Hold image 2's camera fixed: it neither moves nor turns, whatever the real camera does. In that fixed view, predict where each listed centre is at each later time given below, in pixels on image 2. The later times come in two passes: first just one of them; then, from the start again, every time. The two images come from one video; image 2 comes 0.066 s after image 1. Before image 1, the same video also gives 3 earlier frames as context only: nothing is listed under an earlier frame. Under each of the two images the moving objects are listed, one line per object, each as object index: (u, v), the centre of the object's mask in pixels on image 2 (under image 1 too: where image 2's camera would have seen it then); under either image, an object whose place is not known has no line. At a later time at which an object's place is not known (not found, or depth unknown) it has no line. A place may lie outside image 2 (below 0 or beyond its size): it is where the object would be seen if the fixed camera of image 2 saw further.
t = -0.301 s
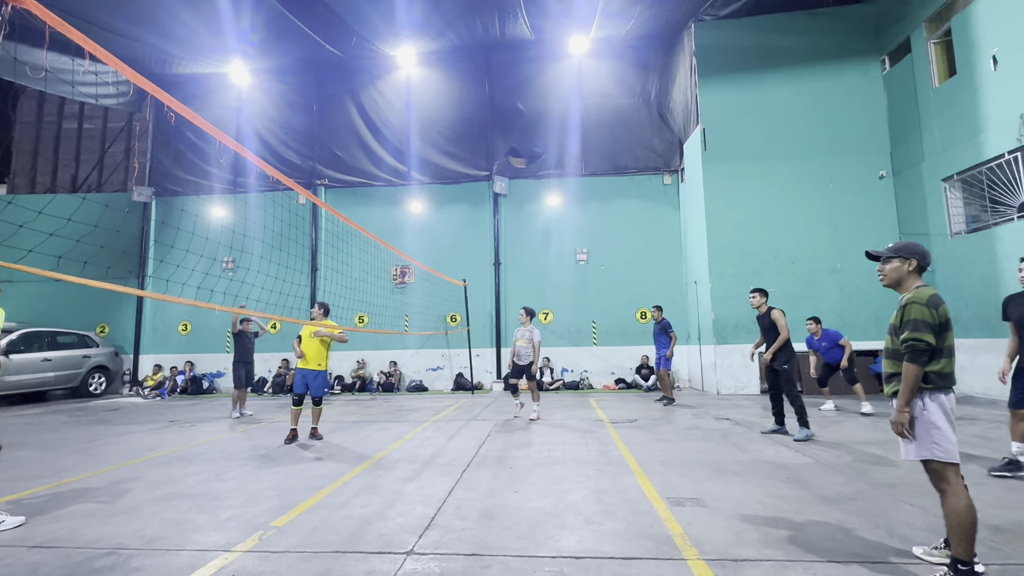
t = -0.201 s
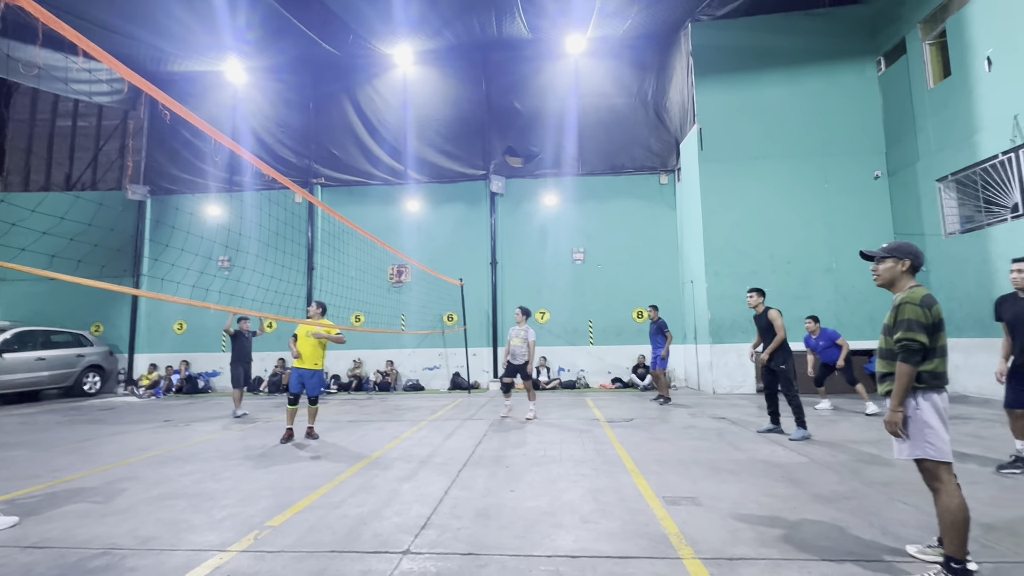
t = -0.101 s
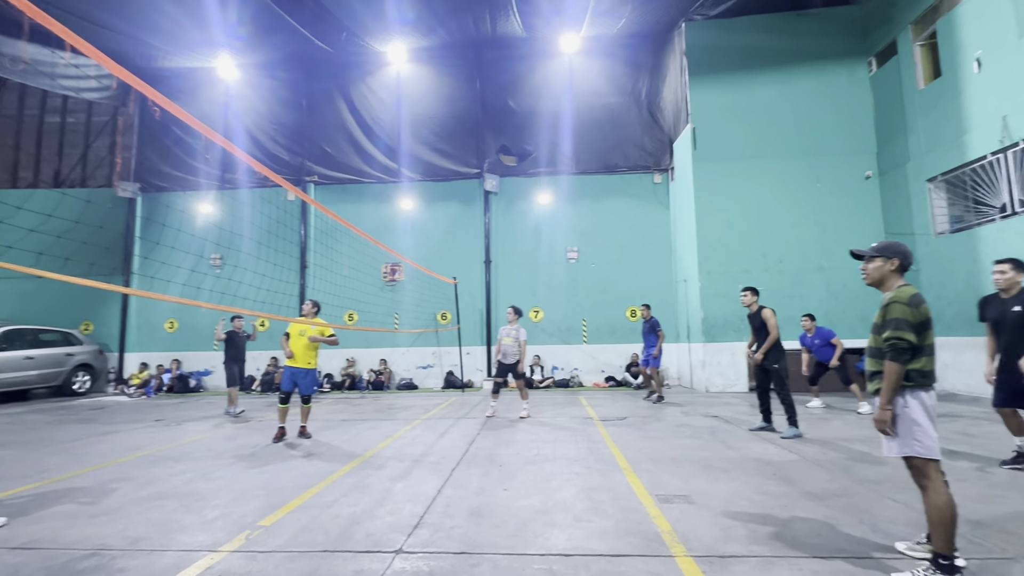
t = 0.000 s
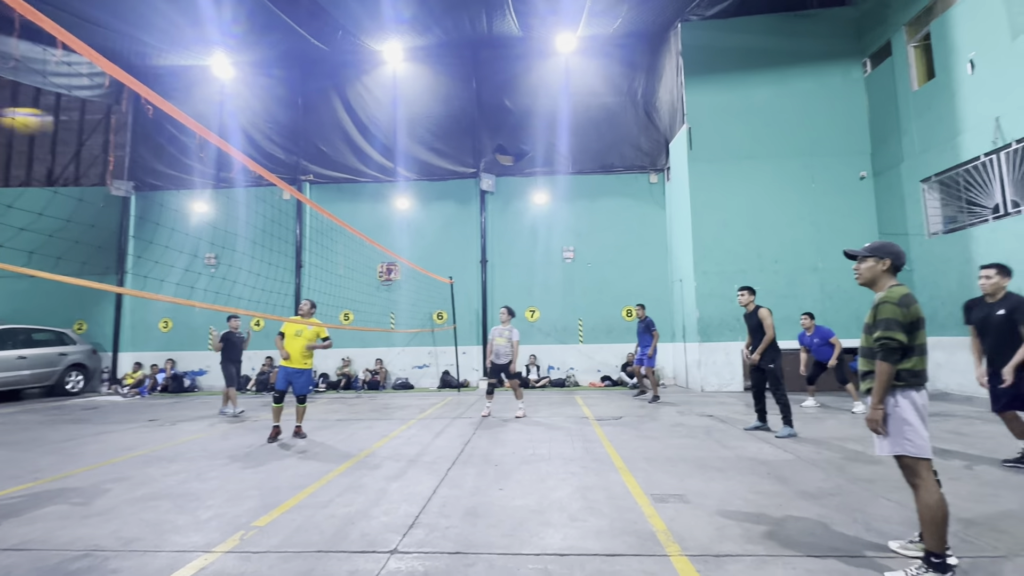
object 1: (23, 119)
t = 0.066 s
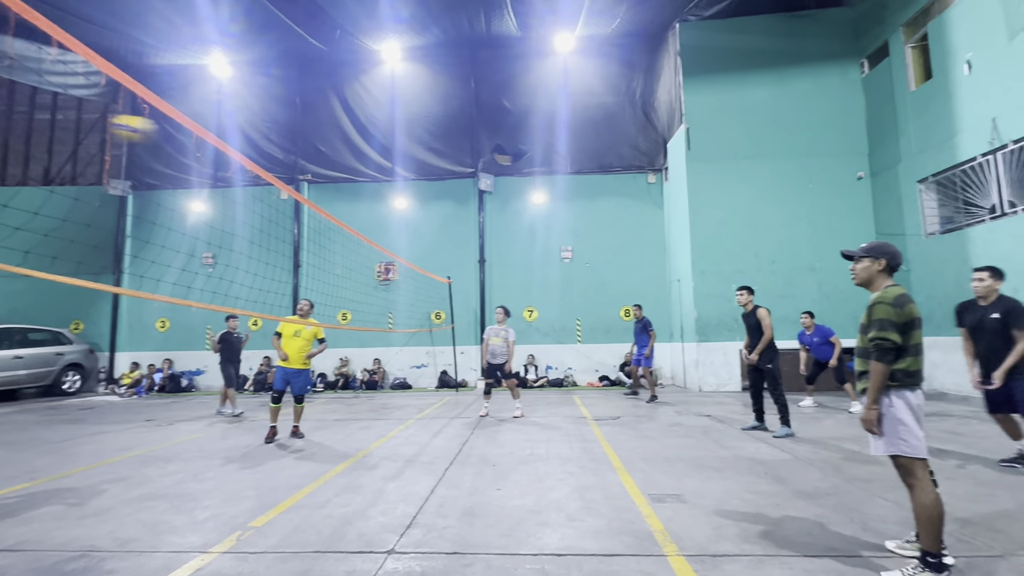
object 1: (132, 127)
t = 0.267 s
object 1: (447, 182)
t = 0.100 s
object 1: (181, 132)
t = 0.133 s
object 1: (244, 141)
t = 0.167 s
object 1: (294, 150)
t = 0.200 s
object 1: (345, 158)
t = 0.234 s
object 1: (397, 169)
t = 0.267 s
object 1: (447, 182)
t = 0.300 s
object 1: (494, 195)
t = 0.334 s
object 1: (547, 212)
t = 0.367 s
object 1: (592, 226)
